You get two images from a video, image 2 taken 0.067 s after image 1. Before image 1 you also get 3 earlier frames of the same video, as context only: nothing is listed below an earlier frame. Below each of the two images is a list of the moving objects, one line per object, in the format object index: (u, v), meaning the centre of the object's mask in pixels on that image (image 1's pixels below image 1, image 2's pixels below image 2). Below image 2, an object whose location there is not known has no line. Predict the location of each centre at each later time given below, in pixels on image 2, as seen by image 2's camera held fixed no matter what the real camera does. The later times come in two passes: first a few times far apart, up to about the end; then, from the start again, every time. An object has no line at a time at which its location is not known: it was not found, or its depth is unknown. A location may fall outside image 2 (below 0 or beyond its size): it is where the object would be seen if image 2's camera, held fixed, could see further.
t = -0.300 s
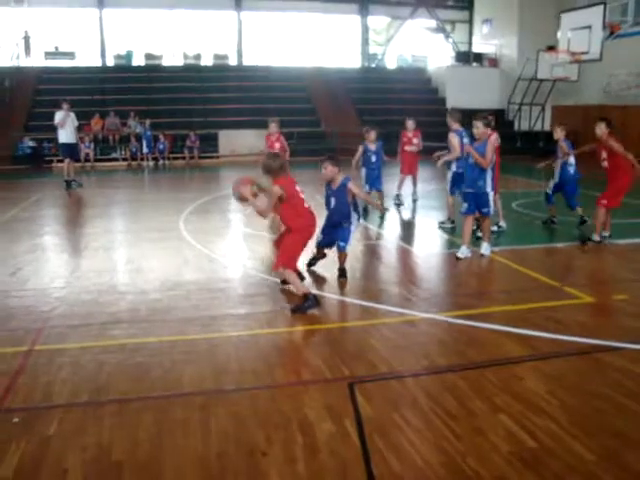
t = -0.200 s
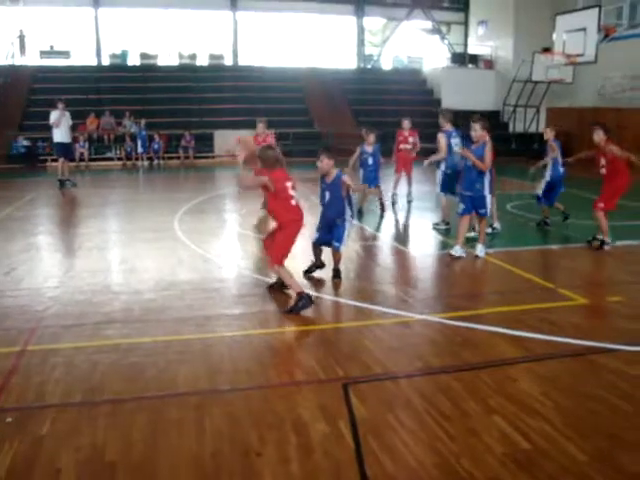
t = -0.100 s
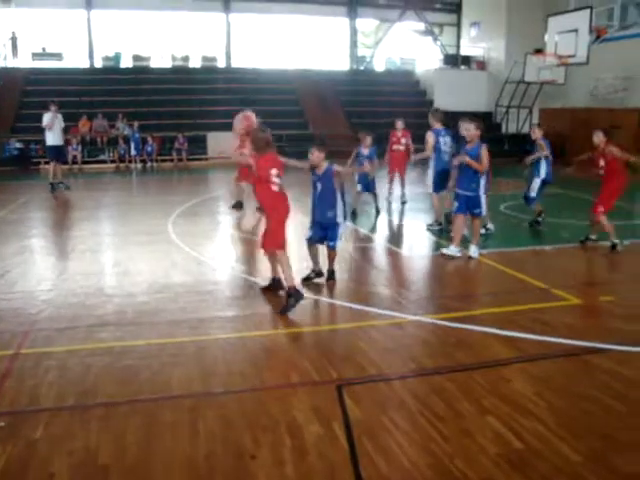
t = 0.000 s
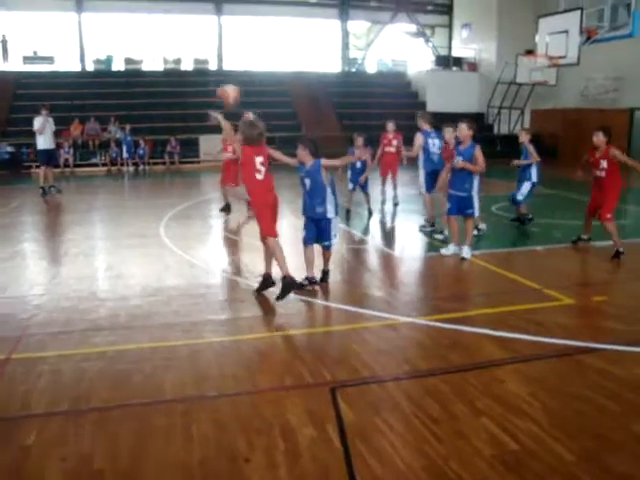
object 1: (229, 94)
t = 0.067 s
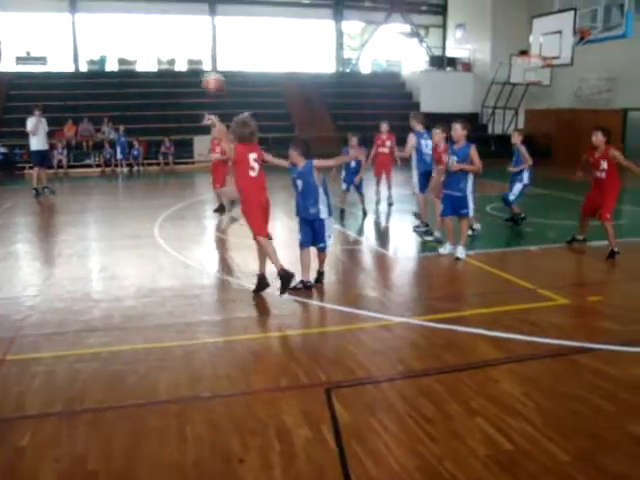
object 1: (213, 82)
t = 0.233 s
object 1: (191, 68)
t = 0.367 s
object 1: (177, 77)
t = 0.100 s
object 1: (207, 78)
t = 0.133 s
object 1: (203, 73)
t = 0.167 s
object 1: (198, 71)
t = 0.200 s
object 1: (195, 71)
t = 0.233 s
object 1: (191, 68)
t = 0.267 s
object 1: (187, 71)
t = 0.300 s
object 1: (183, 71)
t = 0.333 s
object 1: (180, 74)
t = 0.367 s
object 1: (177, 77)
